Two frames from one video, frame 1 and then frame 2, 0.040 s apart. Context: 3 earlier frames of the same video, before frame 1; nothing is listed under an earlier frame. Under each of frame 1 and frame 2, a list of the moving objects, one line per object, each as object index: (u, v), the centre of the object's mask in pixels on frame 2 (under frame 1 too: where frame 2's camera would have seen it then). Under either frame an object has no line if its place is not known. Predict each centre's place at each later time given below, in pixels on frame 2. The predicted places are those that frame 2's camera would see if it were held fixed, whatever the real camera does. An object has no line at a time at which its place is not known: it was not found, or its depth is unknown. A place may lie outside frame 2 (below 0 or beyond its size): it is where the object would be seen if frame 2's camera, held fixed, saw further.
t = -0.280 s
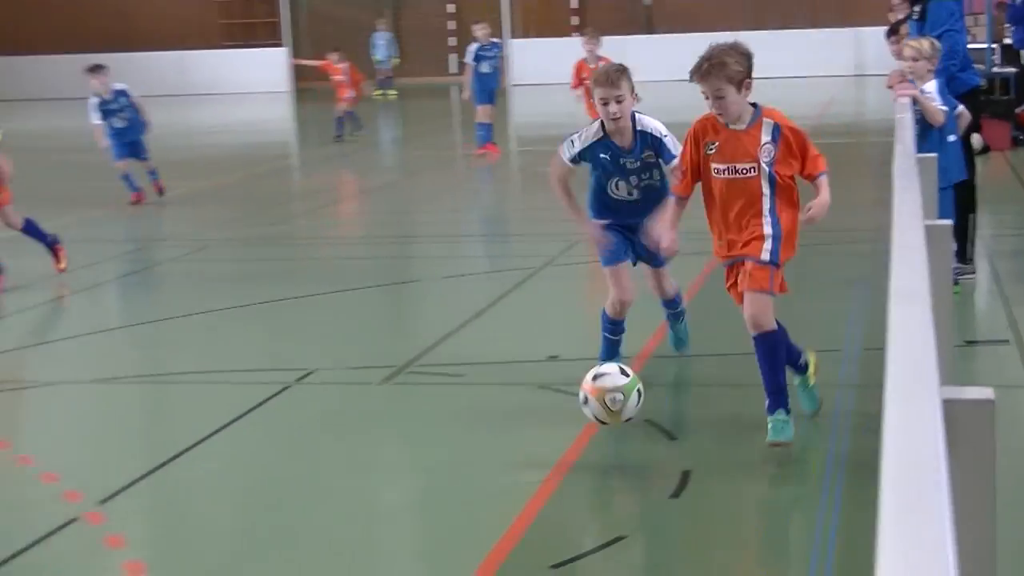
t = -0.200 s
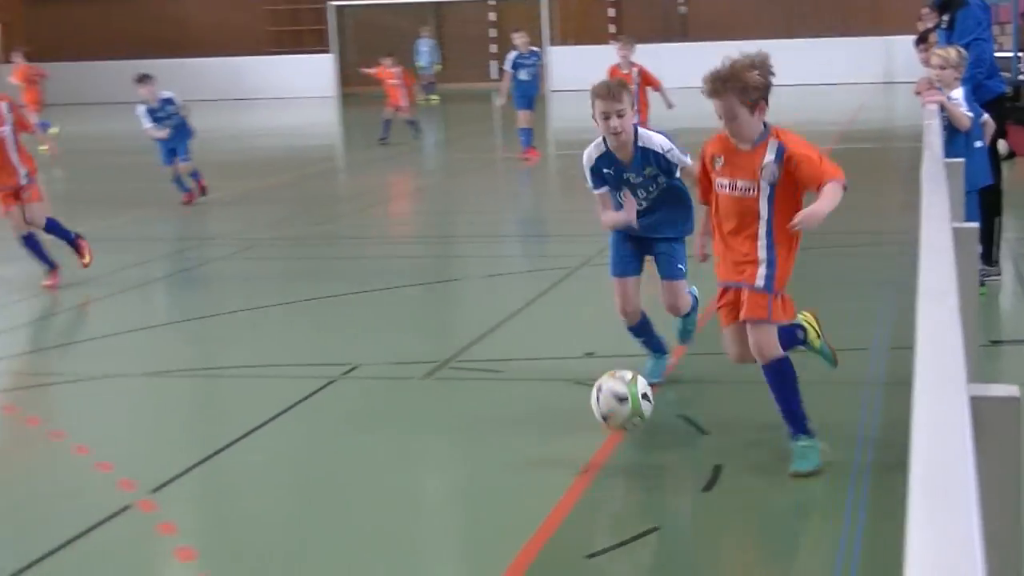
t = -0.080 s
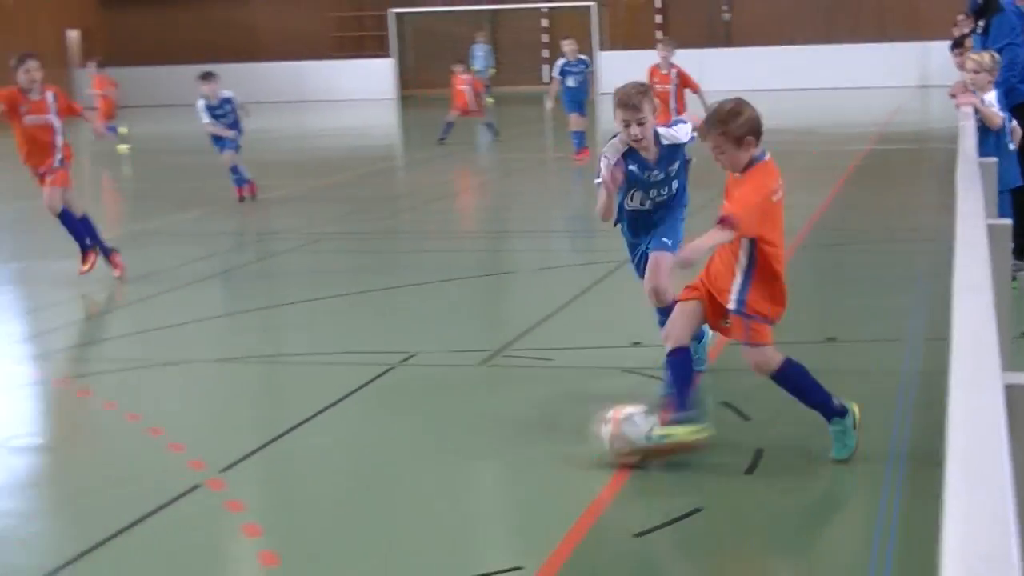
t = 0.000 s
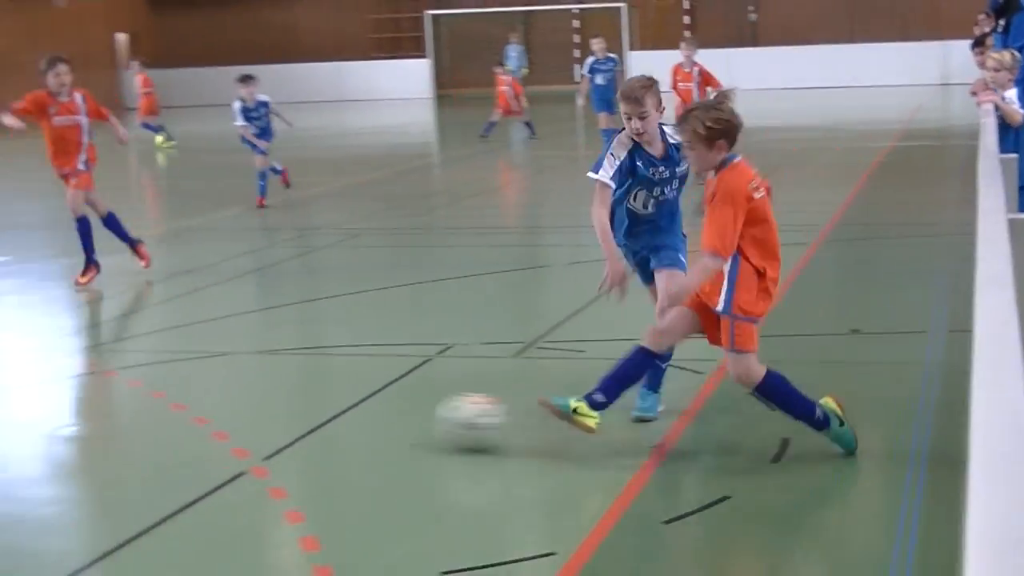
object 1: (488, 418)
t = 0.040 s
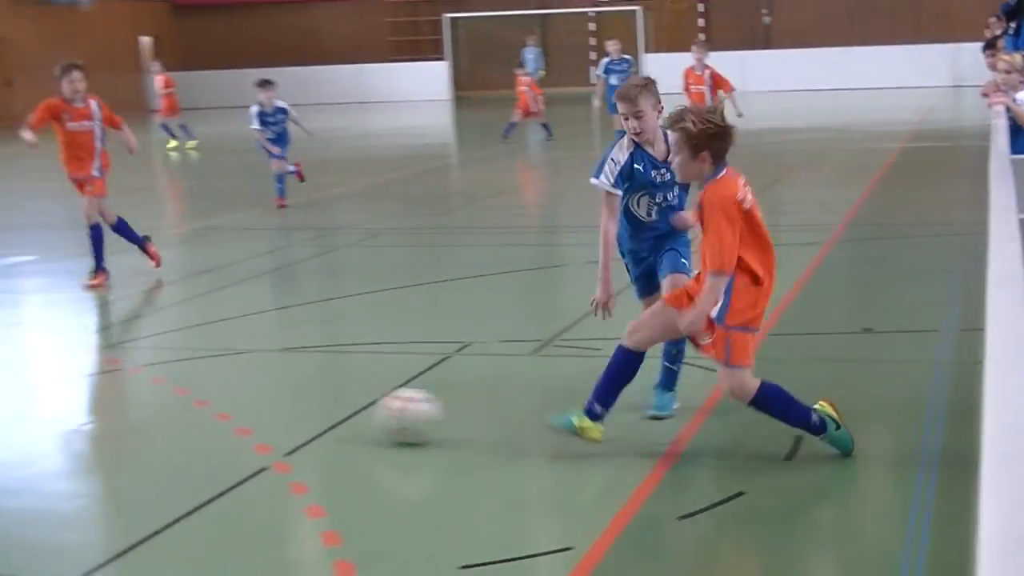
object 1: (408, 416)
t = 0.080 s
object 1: (332, 415)
